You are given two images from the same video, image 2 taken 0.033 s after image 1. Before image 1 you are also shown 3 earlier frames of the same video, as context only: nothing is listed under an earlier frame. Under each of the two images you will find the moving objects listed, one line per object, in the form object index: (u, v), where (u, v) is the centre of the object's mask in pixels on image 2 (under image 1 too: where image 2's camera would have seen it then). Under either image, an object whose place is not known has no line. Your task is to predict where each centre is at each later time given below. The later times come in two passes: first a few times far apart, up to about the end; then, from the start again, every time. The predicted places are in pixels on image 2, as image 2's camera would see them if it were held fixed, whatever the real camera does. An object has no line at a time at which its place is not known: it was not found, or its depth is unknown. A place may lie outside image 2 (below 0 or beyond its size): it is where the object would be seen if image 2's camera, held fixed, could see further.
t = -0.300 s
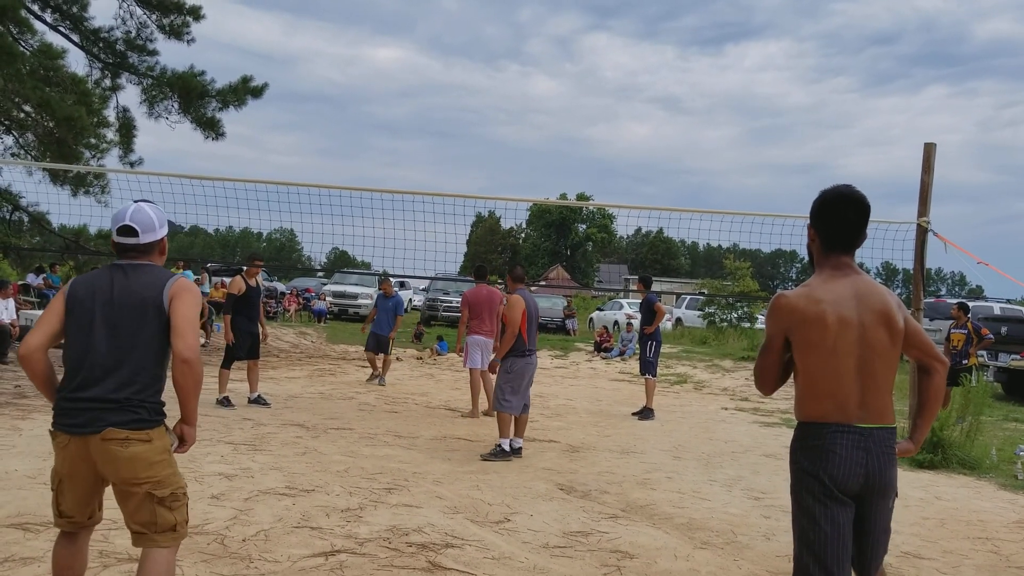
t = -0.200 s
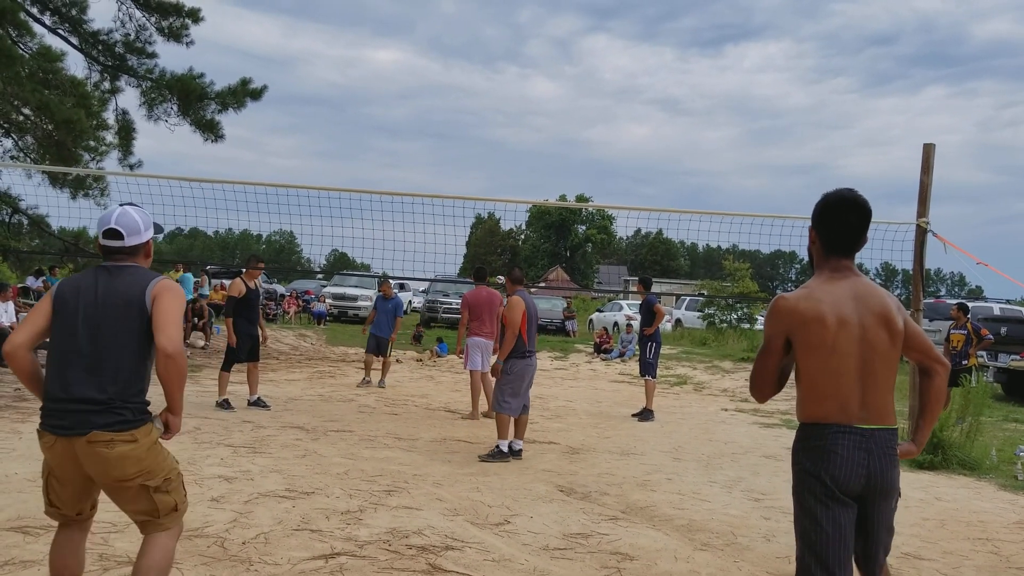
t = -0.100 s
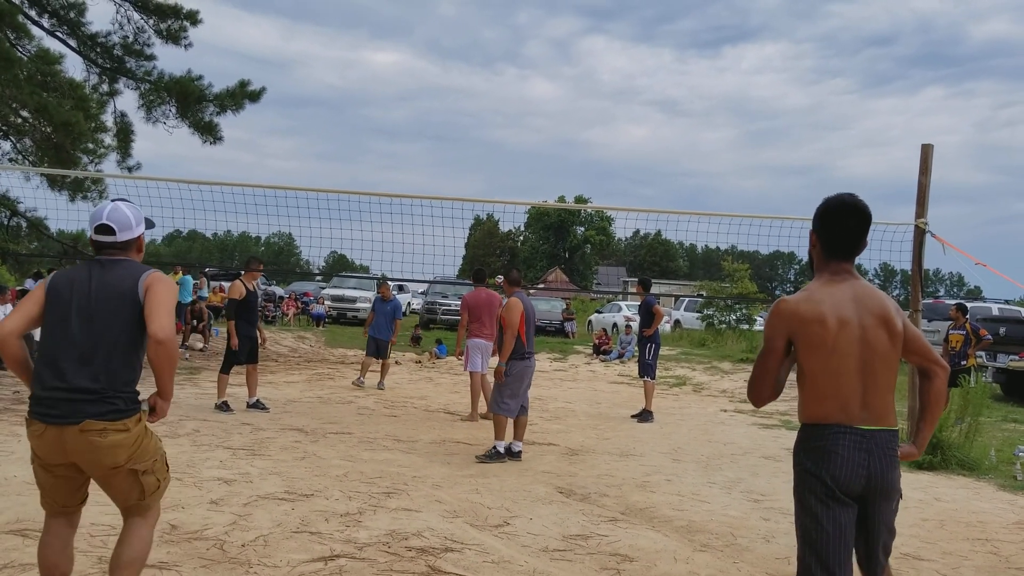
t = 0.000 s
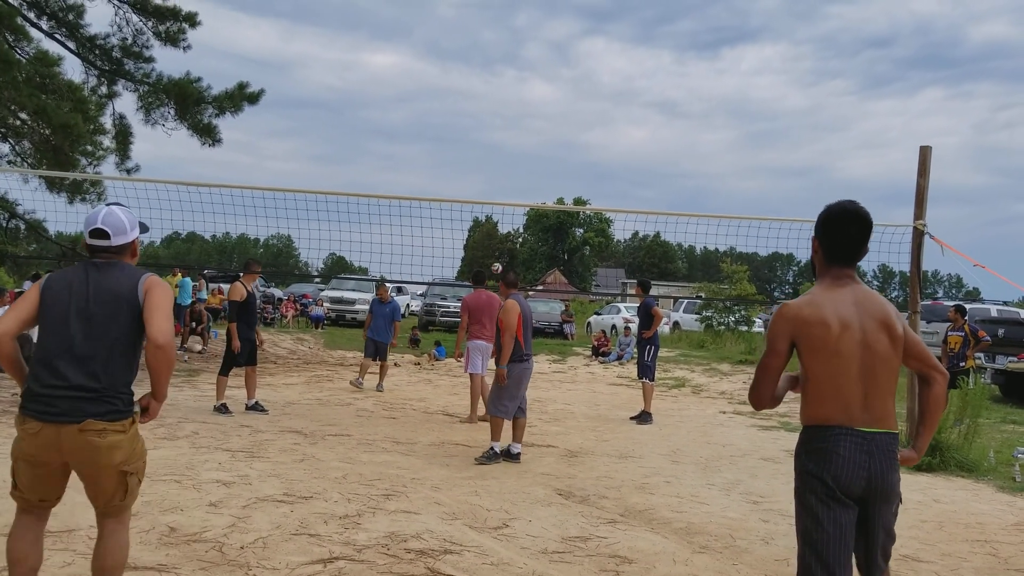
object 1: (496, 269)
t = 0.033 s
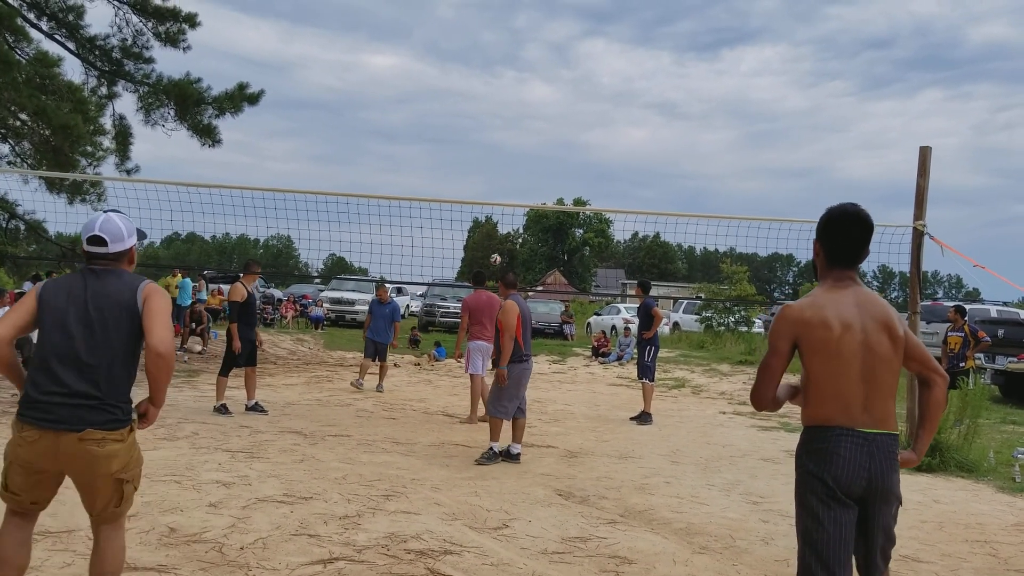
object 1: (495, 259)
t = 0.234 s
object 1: (482, 202)
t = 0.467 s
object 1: (449, 146)
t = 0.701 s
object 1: (399, 108)
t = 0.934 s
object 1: (300, 123)
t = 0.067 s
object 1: (494, 250)
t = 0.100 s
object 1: (492, 240)
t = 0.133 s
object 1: (490, 231)
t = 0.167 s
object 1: (488, 221)
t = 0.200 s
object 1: (485, 213)
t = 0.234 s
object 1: (482, 202)
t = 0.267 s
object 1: (478, 194)
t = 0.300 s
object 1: (474, 185)
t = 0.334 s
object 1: (470, 177)
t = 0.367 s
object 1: (465, 168)
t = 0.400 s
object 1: (460, 160)
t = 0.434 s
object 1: (455, 153)
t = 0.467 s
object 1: (449, 146)
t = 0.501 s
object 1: (443, 139)
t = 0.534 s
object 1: (437, 132)
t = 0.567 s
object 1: (431, 126)
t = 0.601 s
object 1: (424, 121)
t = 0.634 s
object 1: (416, 116)
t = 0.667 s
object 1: (408, 111)
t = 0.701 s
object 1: (399, 108)
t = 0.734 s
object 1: (389, 106)
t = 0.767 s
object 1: (378, 104)
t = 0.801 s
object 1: (365, 104)
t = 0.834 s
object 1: (351, 106)
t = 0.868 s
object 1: (336, 109)
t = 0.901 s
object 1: (319, 114)
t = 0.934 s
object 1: (300, 123)
